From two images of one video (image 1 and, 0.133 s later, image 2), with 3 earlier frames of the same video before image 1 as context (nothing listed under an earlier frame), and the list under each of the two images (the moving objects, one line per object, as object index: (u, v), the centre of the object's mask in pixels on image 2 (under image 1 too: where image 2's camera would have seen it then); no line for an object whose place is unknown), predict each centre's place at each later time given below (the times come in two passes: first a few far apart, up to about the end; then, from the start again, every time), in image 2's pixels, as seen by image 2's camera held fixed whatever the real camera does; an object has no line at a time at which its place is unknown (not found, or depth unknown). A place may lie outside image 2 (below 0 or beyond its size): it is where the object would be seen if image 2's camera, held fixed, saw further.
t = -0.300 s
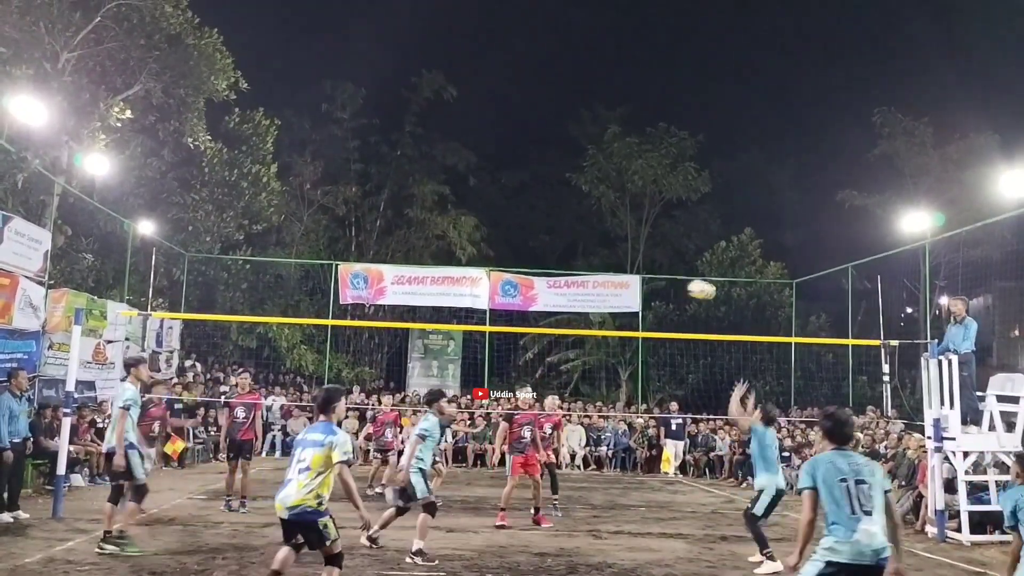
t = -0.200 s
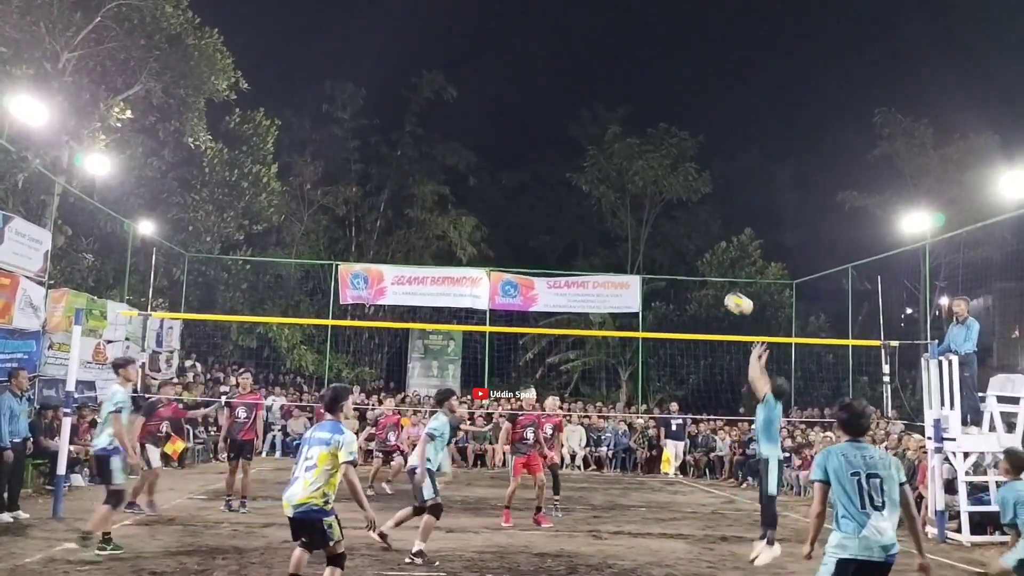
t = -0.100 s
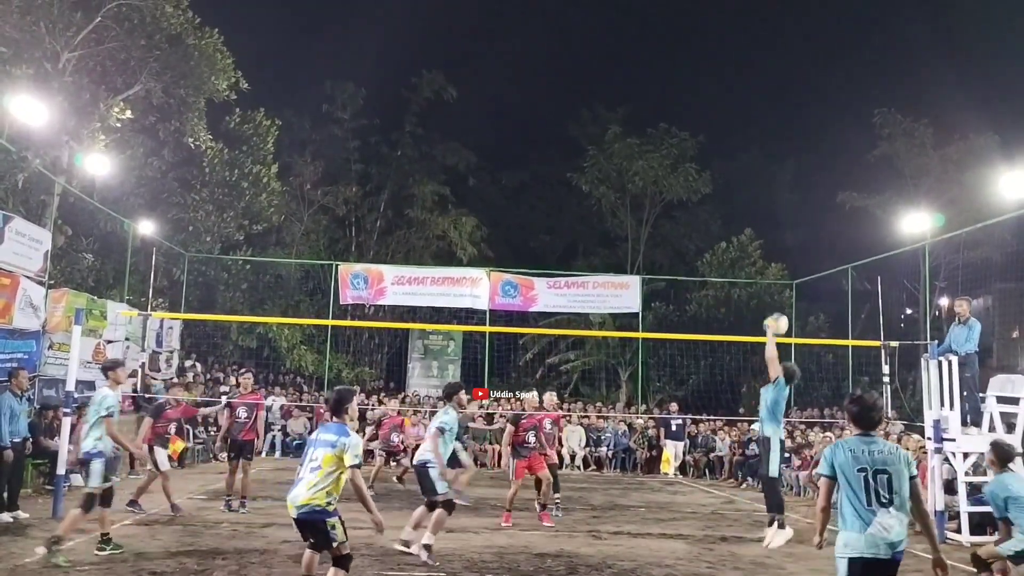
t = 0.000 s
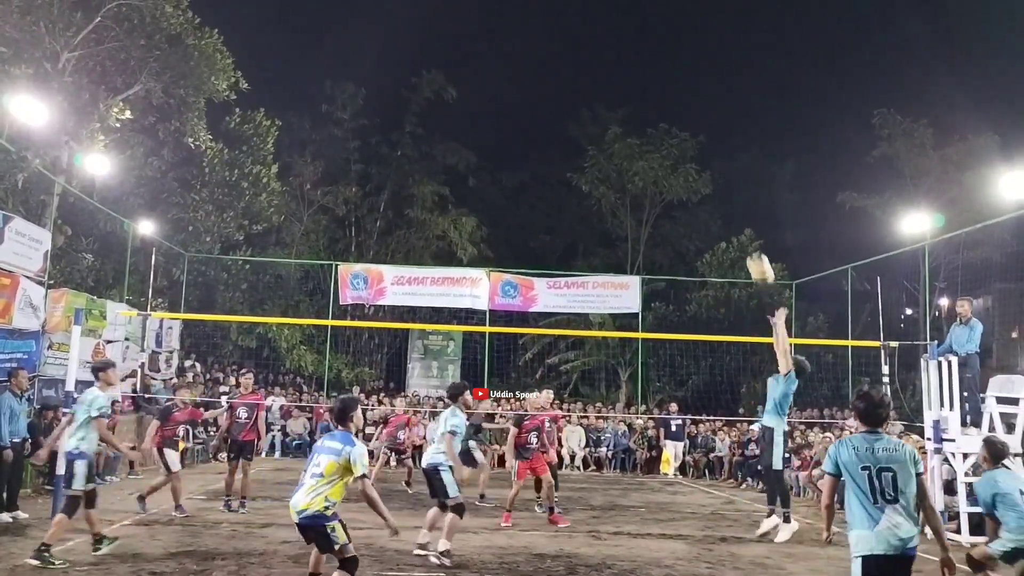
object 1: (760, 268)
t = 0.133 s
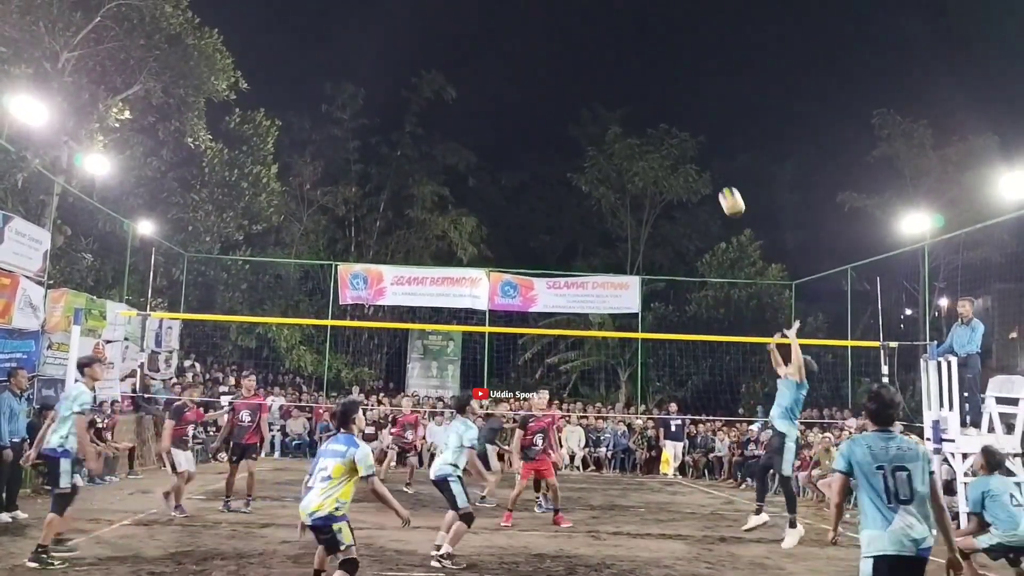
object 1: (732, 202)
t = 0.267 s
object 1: (705, 152)
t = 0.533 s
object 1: (651, 100)
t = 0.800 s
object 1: (599, 112)
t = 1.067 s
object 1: (545, 186)
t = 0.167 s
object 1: (725, 189)
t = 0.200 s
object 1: (718, 175)
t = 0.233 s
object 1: (711, 162)
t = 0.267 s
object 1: (705, 152)
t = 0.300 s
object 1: (698, 142)
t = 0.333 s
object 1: (691, 133)
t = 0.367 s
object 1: (685, 125)
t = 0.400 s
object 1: (679, 118)
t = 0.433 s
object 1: (672, 112)
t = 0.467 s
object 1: (665, 107)
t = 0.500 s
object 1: (658, 103)
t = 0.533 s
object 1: (651, 100)
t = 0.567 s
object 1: (644, 98)
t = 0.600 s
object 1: (638, 97)
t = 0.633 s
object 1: (632, 97)
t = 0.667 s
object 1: (625, 98)
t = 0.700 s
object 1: (619, 100)
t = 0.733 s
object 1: (612, 103)
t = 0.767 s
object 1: (605, 107)
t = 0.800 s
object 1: (599, 112)
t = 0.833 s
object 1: (592, 118)
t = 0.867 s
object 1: (585, 125)
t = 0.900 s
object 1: (579, 132)
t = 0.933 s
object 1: (571, 141)
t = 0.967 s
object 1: (565, 151)
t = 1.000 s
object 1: (558, 161)
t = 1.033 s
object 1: (551, 174)
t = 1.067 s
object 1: (545, 186)
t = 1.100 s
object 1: (538, 200)
